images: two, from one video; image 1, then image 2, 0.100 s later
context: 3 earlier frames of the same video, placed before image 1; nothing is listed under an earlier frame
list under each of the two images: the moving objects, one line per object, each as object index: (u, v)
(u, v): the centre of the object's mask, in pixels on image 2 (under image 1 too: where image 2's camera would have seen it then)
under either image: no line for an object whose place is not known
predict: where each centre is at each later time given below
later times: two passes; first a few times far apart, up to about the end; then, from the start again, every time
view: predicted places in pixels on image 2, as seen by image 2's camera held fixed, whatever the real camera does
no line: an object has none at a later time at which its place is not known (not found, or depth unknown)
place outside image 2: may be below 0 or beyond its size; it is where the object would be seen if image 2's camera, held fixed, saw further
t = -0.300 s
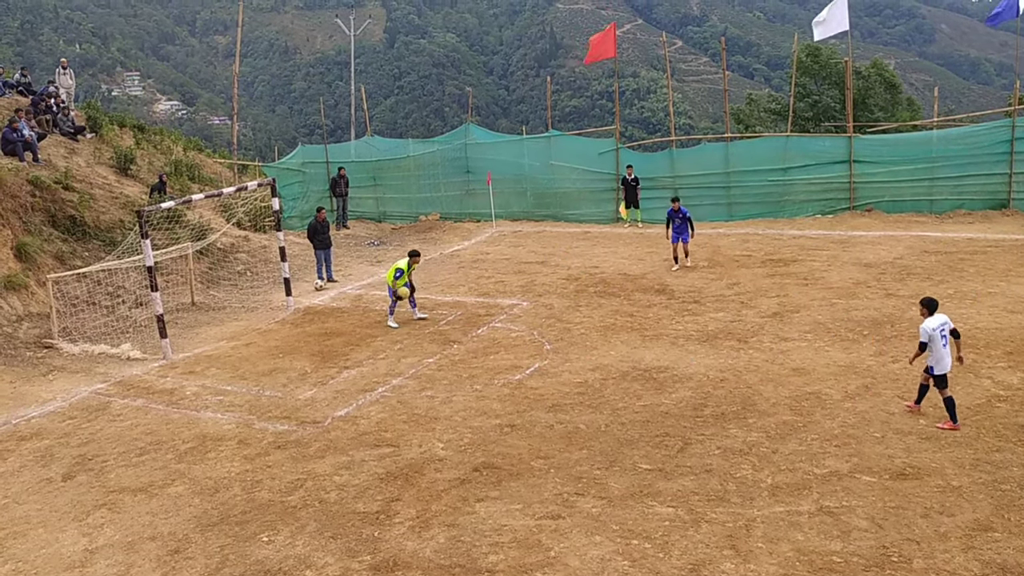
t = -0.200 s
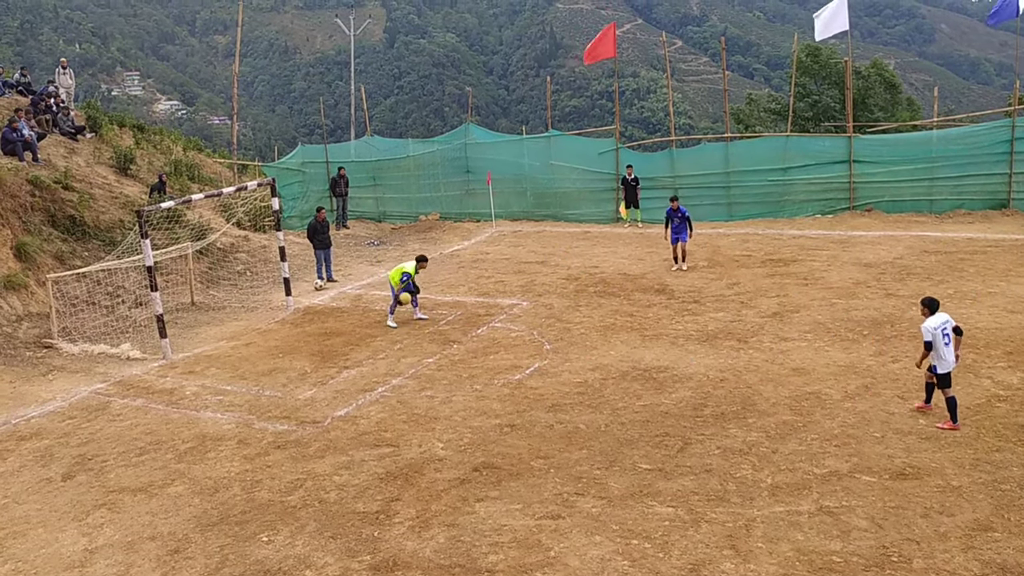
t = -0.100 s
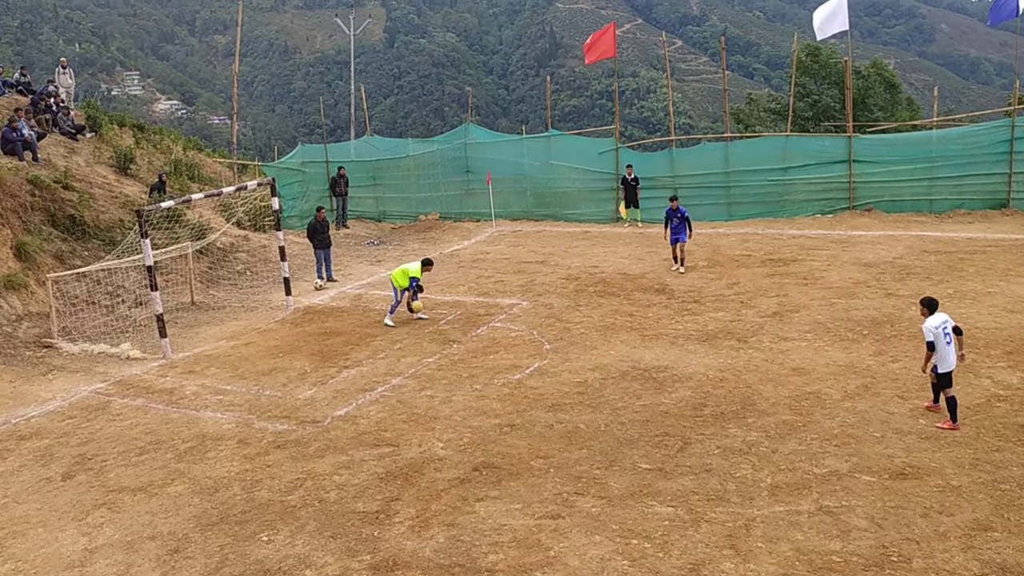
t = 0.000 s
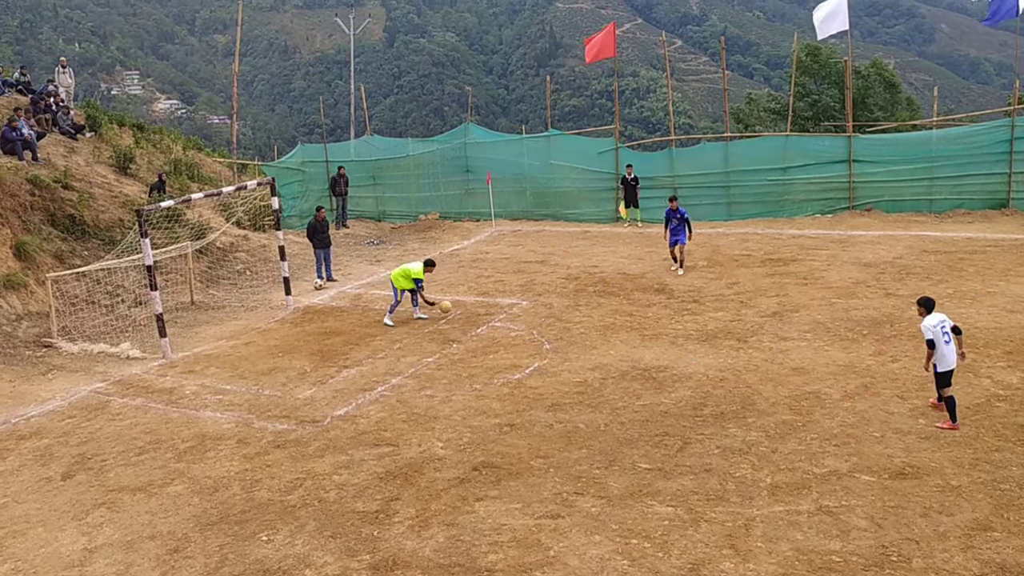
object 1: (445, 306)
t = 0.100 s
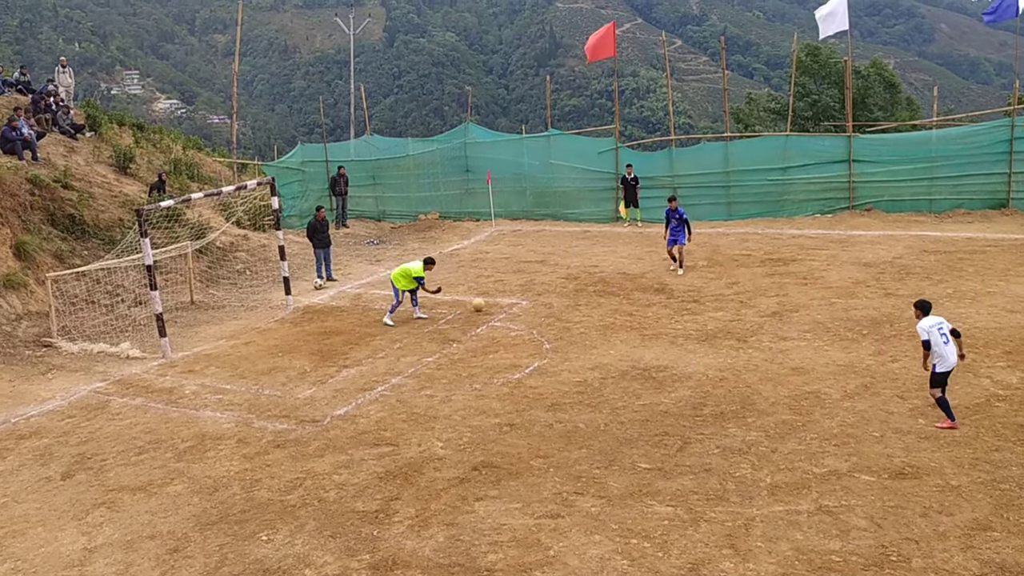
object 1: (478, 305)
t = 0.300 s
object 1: (525, 291)
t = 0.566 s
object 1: (582, 286)
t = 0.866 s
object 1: (640, 277)
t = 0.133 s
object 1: (488, 303)
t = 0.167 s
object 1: (495, 299)
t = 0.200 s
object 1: (503, 297)
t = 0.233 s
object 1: (510, 294)
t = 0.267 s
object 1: (518, 292)
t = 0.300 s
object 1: (525, 291)
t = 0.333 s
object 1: (532, 291)
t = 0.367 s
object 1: (539, 291)
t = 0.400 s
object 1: (547, 292)
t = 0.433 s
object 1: (555, 293)
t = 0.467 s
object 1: (562, 291)
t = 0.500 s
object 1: (569, 289)
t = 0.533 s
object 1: (575, 287)
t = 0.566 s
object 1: (582, 286)
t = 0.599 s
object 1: (589, 286)
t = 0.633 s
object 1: (596, 286)
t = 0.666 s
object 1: (602, 284)
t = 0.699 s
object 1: (609, 282)
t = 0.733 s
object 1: (615, 281)
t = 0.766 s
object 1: (622, 280)
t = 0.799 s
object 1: (628, 281)
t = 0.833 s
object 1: (635, 279)
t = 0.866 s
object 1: (640, 277)
